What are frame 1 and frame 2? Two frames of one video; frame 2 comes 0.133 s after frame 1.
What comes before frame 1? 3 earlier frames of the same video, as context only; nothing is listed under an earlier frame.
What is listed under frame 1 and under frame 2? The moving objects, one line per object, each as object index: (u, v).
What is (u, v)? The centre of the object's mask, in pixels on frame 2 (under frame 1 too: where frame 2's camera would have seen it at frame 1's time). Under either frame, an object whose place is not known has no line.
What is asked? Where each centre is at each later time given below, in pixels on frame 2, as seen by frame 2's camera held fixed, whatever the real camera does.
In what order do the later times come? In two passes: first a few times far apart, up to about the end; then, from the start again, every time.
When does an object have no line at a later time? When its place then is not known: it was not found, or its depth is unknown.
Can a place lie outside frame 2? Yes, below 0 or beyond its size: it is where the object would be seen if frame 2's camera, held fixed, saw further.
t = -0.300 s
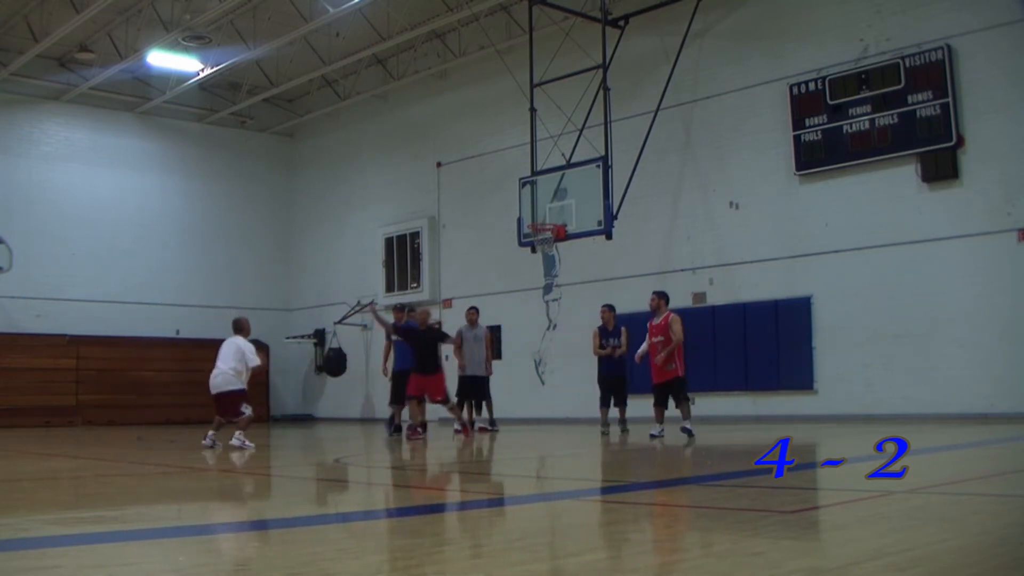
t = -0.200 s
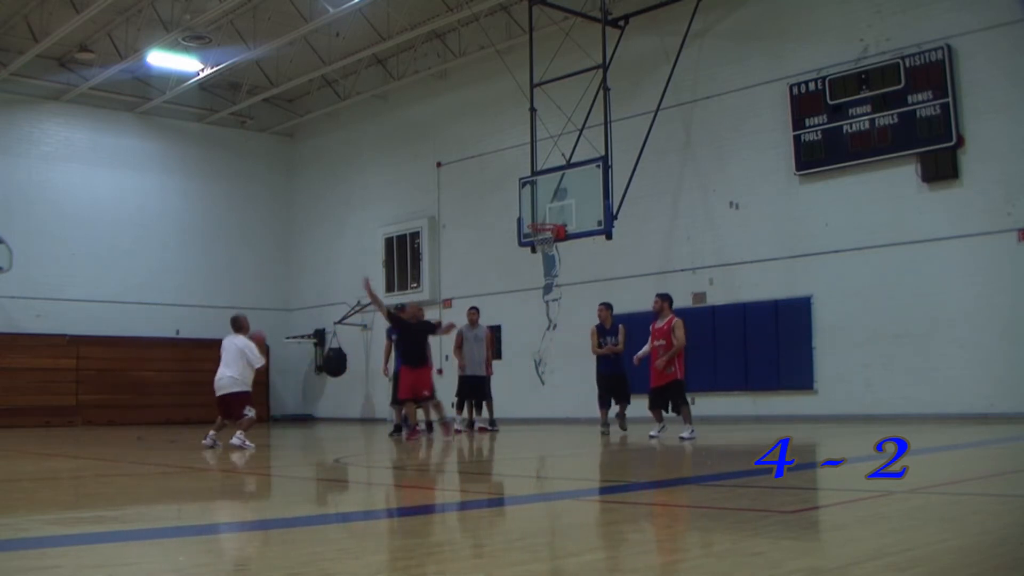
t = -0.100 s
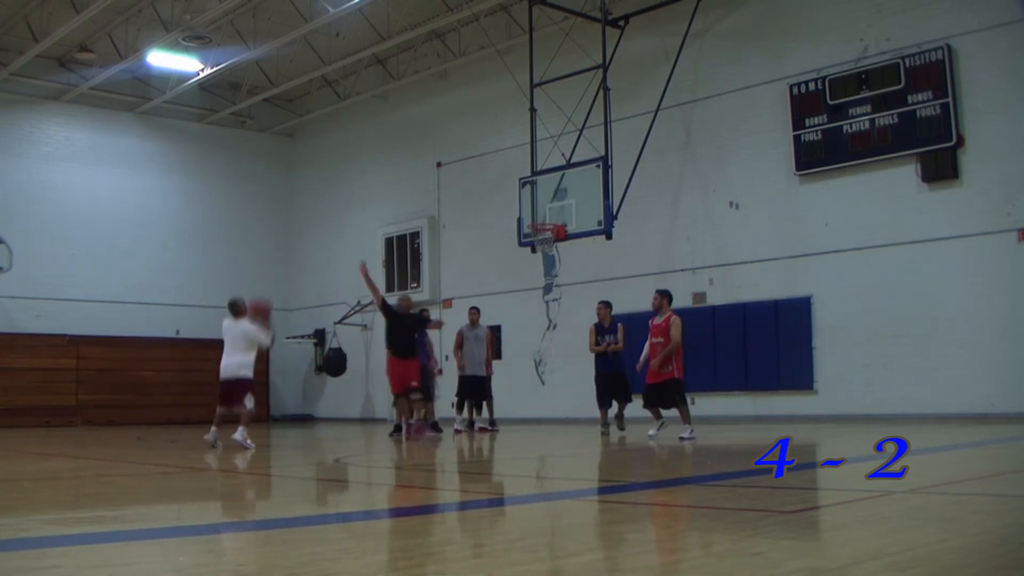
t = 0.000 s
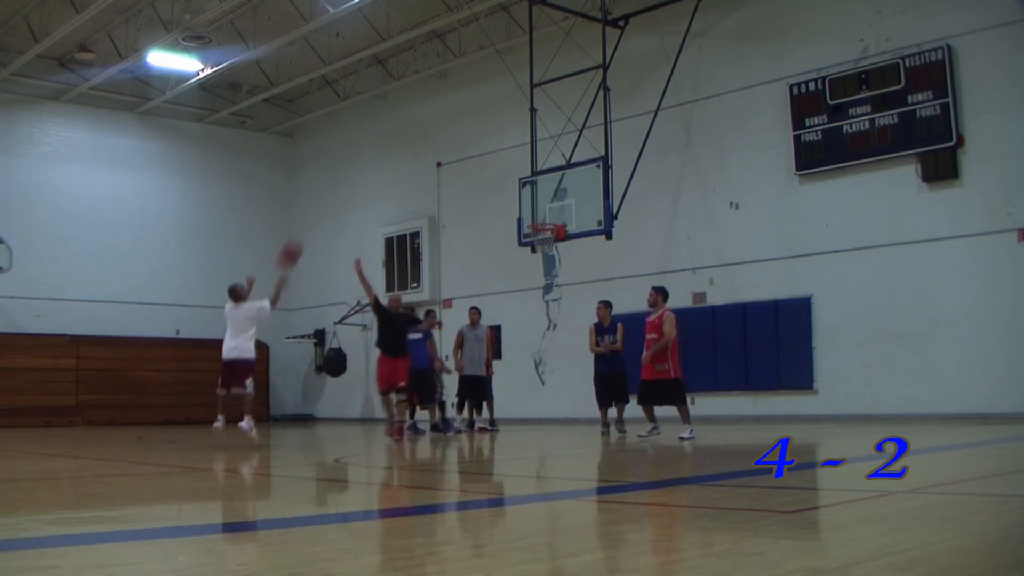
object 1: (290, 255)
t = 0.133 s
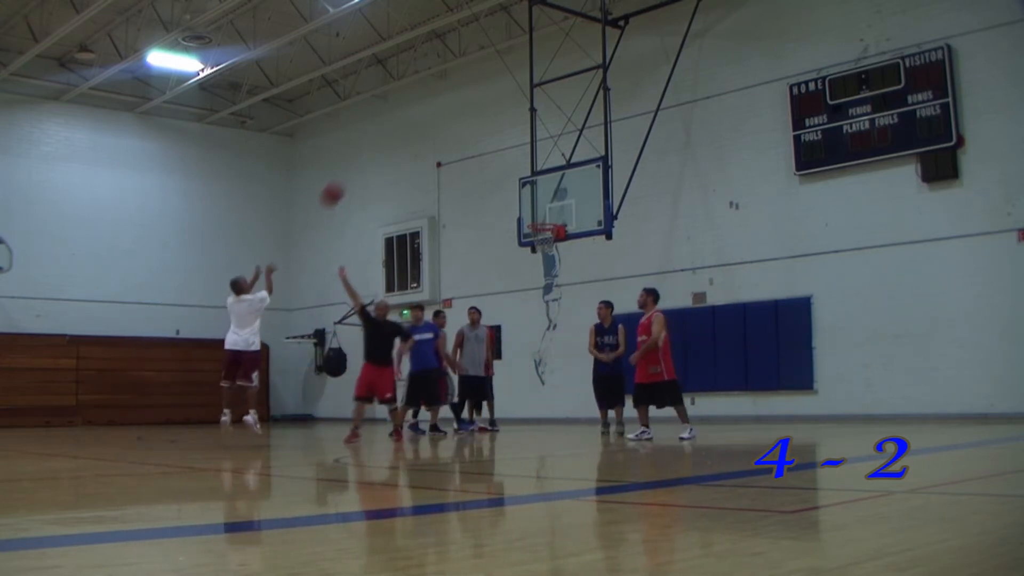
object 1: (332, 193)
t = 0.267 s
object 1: (370, 155)
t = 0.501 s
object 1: (426, 126)
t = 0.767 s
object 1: (481, 143)
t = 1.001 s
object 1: (522, 191)
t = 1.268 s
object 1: (547, 237)
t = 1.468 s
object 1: (543, 240)
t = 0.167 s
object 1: (341, 182)
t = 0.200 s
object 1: (351, 172)
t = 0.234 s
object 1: (360, 163)
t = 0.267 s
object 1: (370, 155)
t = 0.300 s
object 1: (378, 148)
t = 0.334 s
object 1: (387, 142)
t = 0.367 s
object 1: (395, 137)
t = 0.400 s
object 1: (403, 133)
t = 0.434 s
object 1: (411, 130)
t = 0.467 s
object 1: (419, 128)
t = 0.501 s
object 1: (426, 126)
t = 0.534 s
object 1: (434, 126)
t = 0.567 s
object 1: (441, 126)
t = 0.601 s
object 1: (448, 127)
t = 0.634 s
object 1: (455, 129)
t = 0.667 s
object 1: (461, 130)
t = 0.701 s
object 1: (468, 134)
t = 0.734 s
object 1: (474, 138)
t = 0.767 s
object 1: (481, 143)
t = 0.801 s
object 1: (487, 148)
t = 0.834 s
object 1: (493, 153)
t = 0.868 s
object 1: (499, 160)
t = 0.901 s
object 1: (505, 167)
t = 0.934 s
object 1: (511, 174)
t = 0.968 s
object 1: (516, 182)
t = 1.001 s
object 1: (522, 191)
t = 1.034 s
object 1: (527, 200)
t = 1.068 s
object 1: (534, 212)
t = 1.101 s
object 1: (539, 222)
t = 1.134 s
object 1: (542, 229)
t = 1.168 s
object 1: (547, 233)
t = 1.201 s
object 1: (548, 239)
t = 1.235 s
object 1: (547, 239)
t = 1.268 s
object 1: (547, 237)
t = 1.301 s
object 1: (547, 236)
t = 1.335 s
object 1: (546, 236)
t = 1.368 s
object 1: (545, 236)
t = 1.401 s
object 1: (545, 236)
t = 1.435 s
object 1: (543, 238)
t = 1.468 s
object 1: (543, 240)
